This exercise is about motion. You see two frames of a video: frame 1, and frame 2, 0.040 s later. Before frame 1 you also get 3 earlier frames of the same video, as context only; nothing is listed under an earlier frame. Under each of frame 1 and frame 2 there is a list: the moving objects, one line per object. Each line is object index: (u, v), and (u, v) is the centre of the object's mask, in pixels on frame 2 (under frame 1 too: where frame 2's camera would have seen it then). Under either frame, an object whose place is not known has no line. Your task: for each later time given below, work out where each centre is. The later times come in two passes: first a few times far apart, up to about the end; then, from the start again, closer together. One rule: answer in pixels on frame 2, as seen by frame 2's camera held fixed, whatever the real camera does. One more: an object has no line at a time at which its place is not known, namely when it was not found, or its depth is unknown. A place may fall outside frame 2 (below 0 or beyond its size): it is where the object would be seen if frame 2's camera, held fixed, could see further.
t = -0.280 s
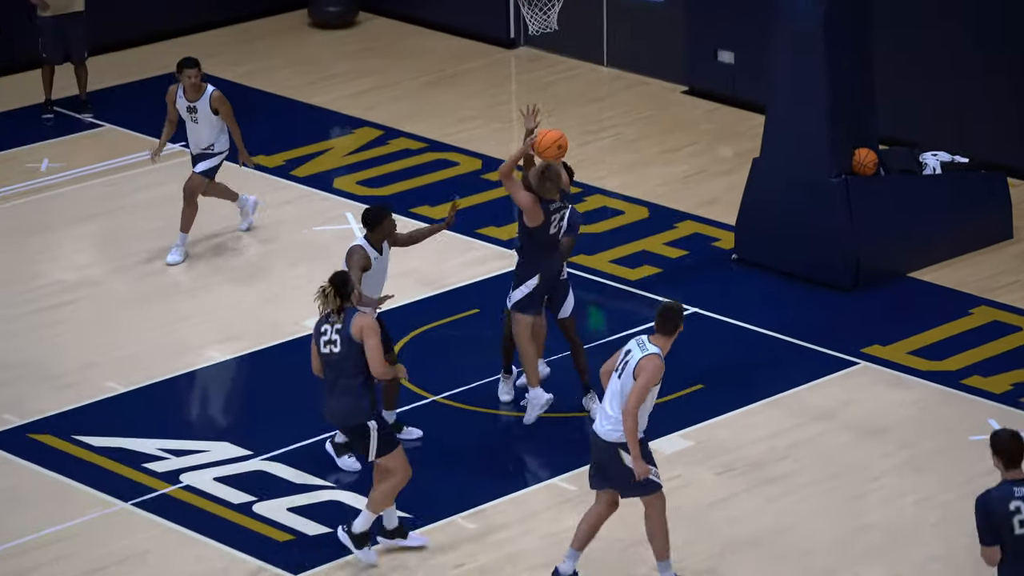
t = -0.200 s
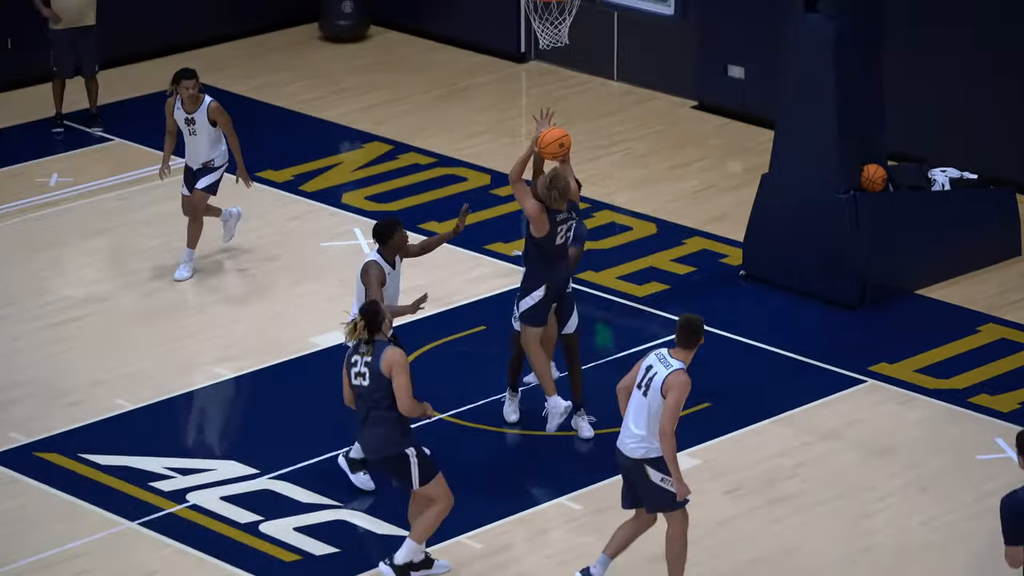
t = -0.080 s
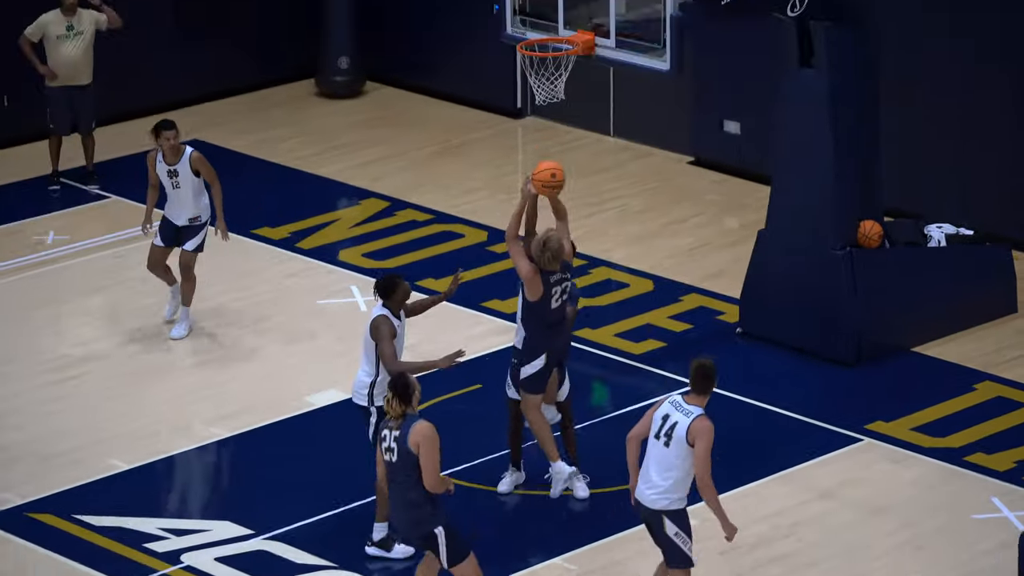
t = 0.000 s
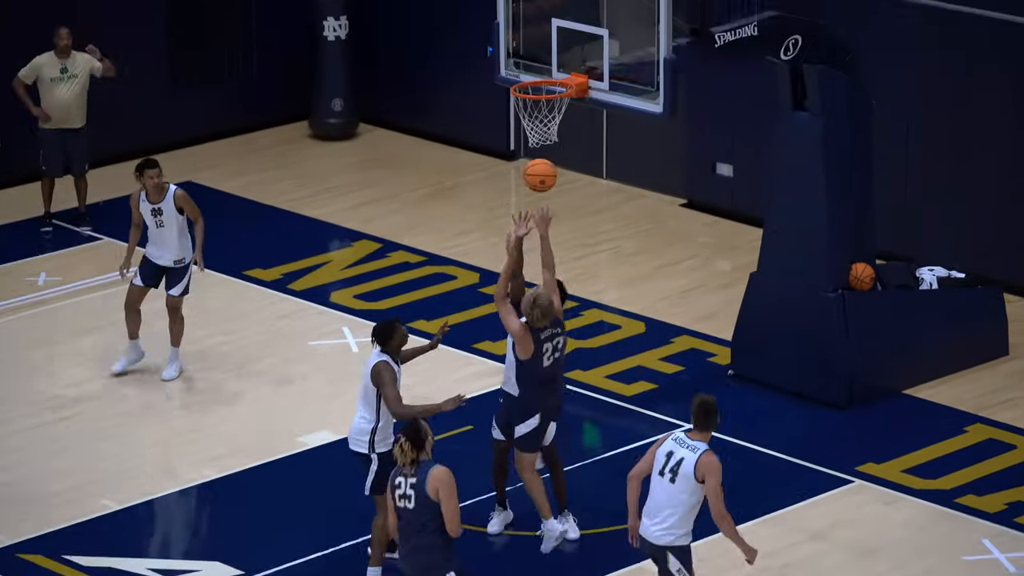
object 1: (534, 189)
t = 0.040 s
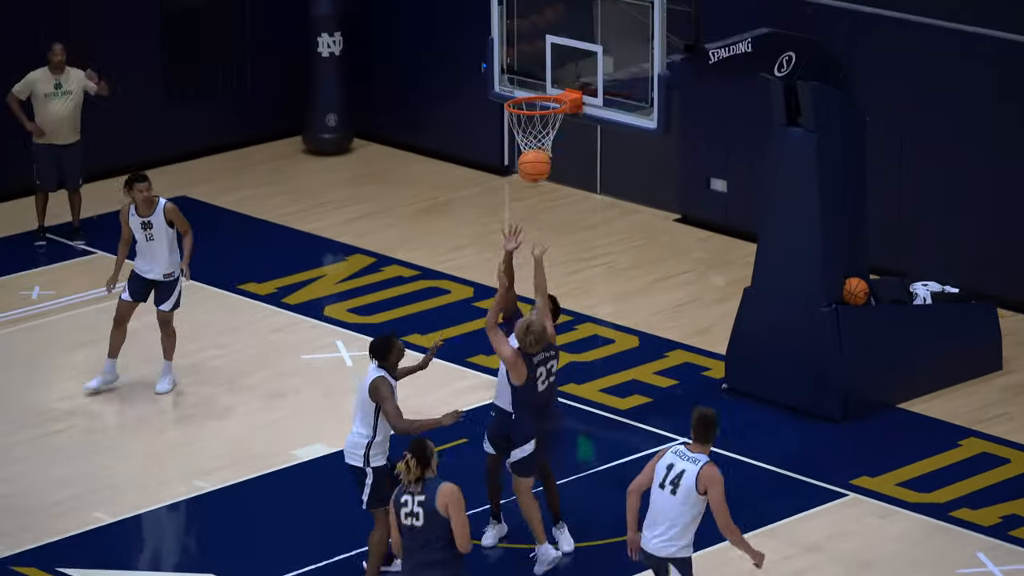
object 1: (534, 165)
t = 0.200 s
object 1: (534, 91)
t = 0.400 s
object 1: (534, 47)
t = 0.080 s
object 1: (534, 144)
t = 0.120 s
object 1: (534, 124)
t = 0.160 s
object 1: (533, 106)
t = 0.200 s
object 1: (534, 91)
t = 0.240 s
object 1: (534, 78)
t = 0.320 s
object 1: (534, 58)
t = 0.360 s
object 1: (534, 51)
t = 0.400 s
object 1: (534, 47)
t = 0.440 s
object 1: (534, 44)
